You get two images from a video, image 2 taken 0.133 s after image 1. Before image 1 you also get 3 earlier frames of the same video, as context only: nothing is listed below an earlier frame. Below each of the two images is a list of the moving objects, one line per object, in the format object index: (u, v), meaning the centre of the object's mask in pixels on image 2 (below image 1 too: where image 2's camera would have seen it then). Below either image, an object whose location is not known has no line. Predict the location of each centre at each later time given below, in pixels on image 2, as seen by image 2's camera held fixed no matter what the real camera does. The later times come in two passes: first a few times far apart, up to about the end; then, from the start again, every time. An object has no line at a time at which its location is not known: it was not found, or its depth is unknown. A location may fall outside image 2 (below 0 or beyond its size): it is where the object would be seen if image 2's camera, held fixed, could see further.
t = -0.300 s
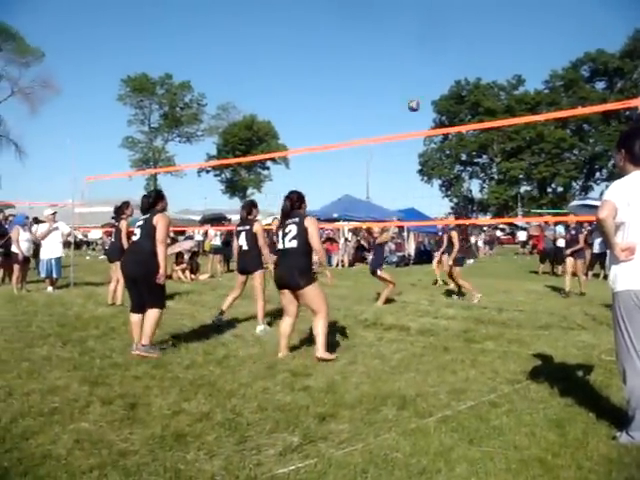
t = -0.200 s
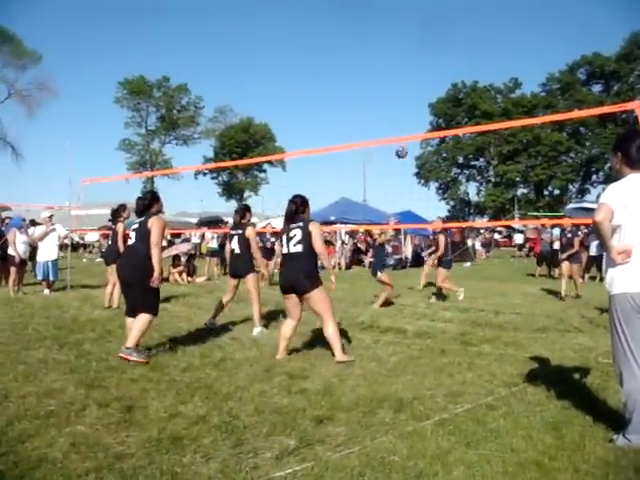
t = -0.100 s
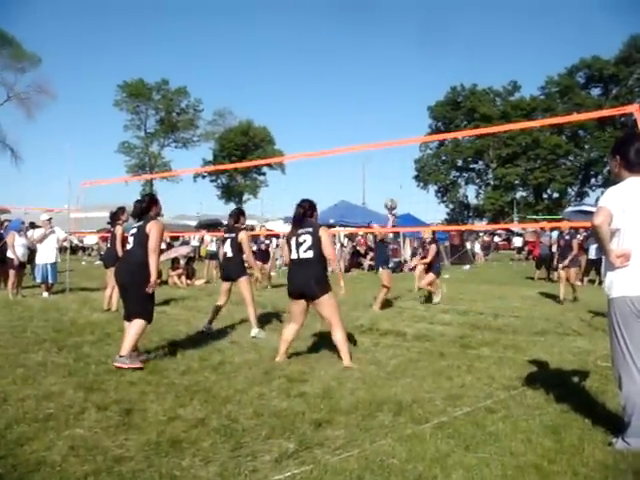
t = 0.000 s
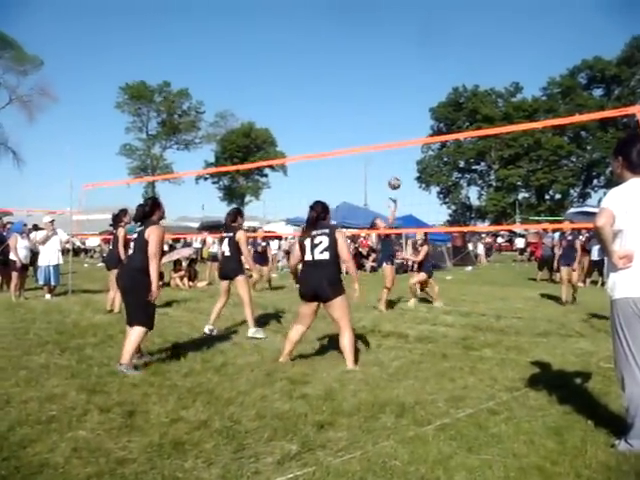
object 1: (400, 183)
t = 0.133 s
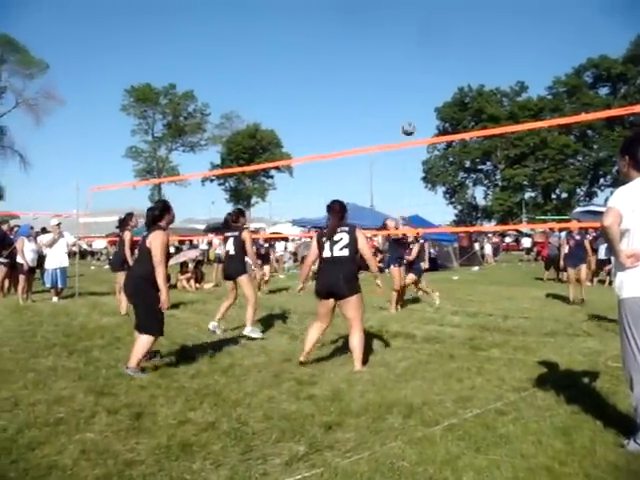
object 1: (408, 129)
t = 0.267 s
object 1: (418, 85)
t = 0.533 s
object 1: (436, 23)
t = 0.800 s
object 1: (460, 6)
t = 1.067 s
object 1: (486, 44)
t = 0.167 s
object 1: (410, 117)
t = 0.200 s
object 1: (412, 105)
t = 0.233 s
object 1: (415, 94)
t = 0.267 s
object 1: (418, 85)
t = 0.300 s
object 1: (419, 74)
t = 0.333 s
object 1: (422, 65)
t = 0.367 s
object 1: (424, 56)
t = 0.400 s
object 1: (426, 48)
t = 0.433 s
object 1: (429, 41)
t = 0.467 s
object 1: (431, 34)
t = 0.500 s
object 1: (434, 28)
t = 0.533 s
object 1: (436, 23)
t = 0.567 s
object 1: (439, 18)
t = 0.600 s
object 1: (442, 14)
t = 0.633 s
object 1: (444, 11)
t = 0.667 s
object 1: (448, 9)
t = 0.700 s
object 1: (450, 7)
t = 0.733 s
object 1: (453, 6)
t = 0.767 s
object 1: (456, 6)
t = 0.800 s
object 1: (460, 6)
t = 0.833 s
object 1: (462, 8)
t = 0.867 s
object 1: (465, 10)
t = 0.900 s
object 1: (469, 13)
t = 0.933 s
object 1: (473, 18)
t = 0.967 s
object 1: (476, 22)
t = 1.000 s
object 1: (479, 29)
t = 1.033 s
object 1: (483, 36)
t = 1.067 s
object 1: (486, 44)
